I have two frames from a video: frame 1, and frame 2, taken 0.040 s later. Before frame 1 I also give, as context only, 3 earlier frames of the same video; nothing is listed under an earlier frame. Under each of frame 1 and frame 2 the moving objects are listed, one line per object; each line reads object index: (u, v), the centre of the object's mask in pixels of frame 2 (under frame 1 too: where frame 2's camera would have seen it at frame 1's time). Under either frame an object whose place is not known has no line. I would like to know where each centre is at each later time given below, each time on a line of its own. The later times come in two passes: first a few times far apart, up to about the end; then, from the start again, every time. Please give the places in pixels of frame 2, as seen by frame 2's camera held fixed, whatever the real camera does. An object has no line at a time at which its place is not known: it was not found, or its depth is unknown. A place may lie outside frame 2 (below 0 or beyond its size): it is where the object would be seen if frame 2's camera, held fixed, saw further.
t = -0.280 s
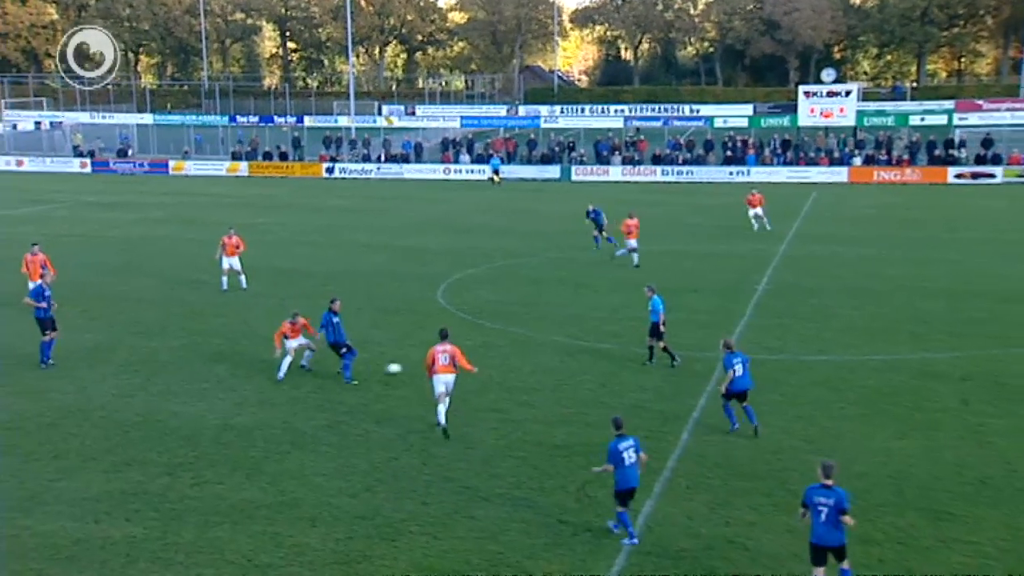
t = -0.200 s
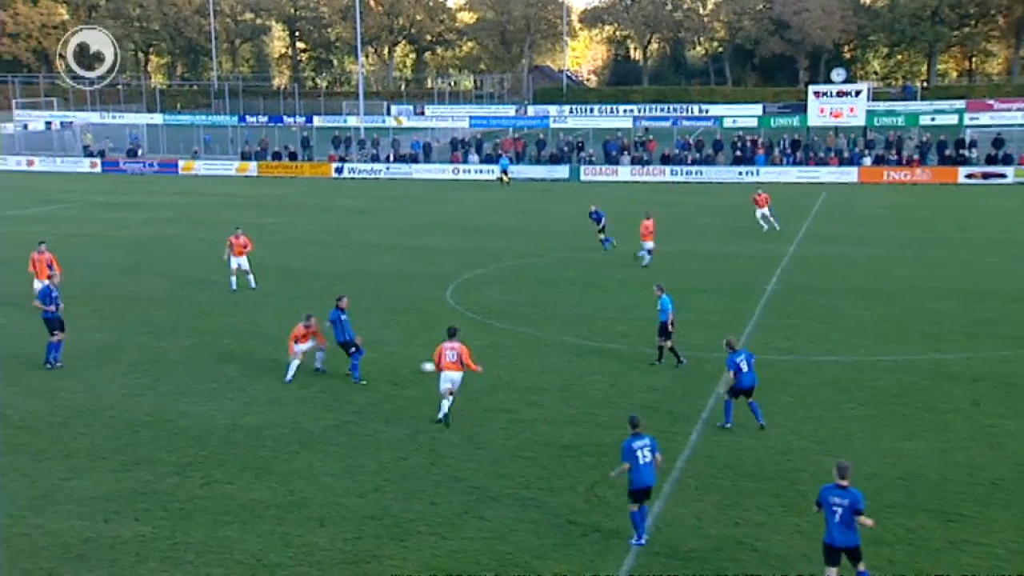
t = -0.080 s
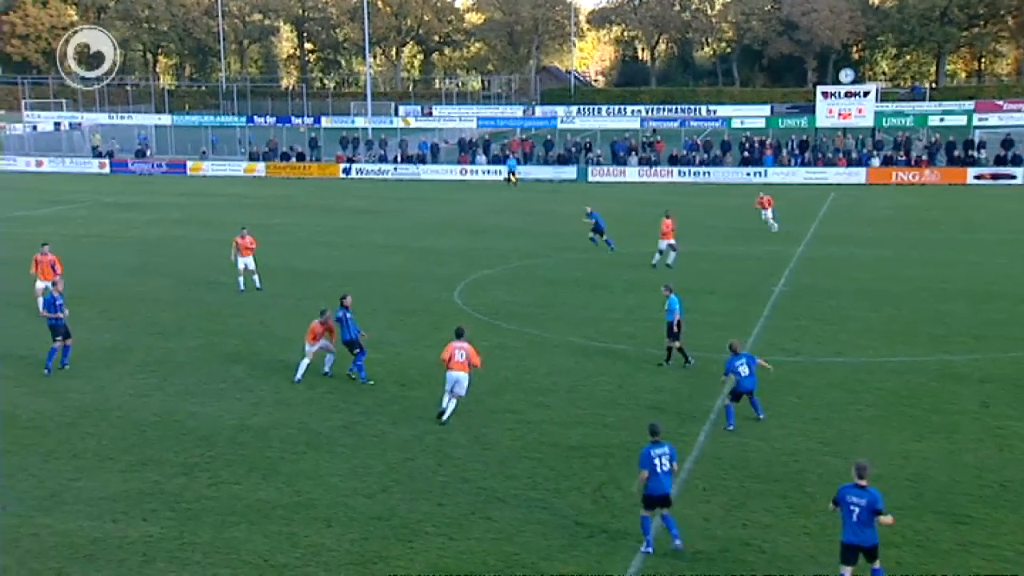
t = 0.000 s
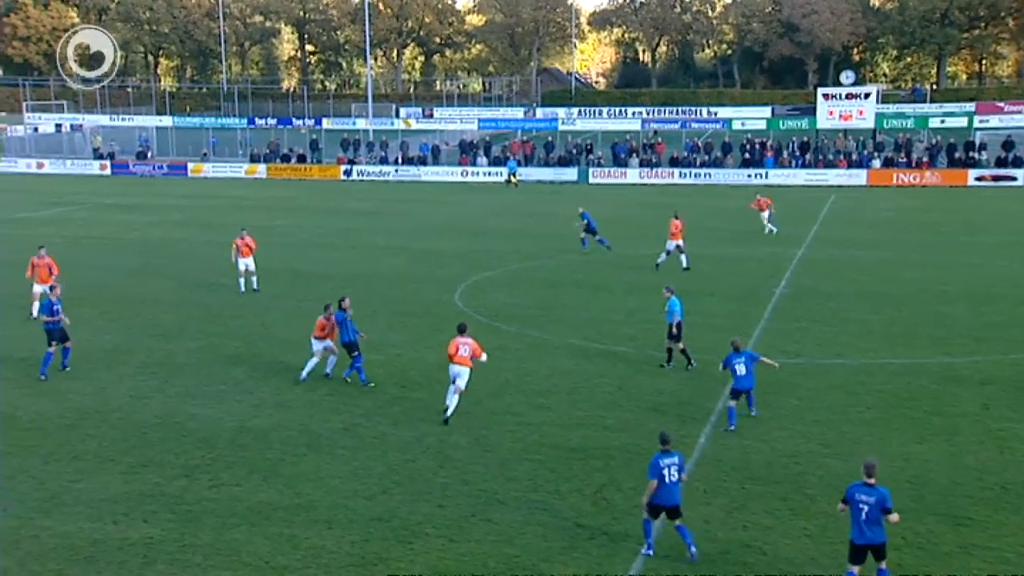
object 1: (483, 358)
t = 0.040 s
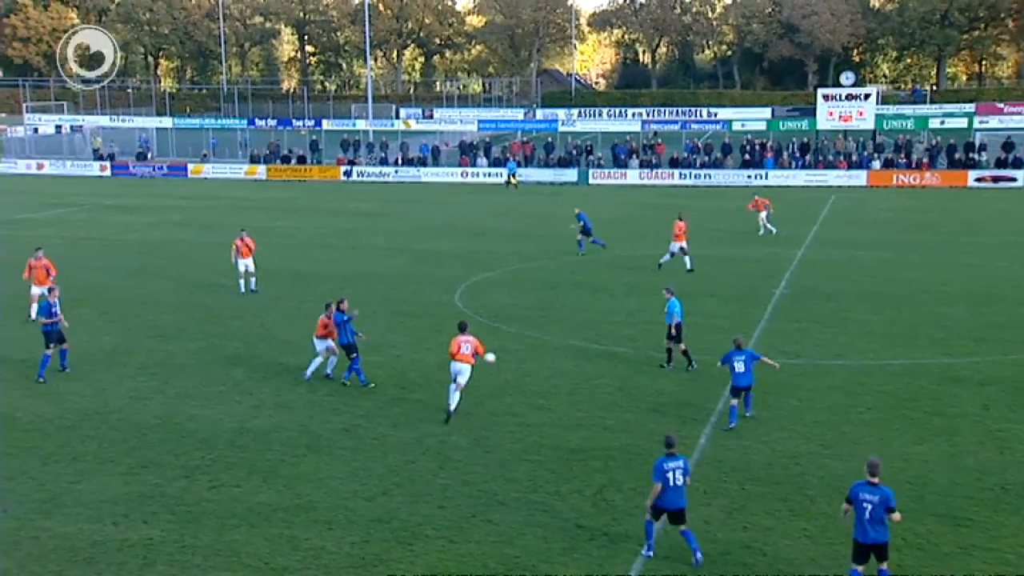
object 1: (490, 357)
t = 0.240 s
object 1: (532, 357)
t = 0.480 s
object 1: (580, 354)
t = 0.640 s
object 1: (611, 351)
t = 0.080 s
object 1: (498, 357)
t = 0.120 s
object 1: (506, 358)
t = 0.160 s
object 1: (515, 360)
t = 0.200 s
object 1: (523, 360)
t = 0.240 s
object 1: (532, 357)
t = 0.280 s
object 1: (540, 354)
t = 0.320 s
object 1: (548, 352)
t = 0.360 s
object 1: (557, 352)
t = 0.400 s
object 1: (564, 352)
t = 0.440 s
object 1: (572, 352)
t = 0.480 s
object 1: (580, 354)
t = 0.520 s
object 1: (588, 353)
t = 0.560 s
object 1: (596, 352)
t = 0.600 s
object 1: (603, 351)
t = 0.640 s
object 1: (611, 351)
